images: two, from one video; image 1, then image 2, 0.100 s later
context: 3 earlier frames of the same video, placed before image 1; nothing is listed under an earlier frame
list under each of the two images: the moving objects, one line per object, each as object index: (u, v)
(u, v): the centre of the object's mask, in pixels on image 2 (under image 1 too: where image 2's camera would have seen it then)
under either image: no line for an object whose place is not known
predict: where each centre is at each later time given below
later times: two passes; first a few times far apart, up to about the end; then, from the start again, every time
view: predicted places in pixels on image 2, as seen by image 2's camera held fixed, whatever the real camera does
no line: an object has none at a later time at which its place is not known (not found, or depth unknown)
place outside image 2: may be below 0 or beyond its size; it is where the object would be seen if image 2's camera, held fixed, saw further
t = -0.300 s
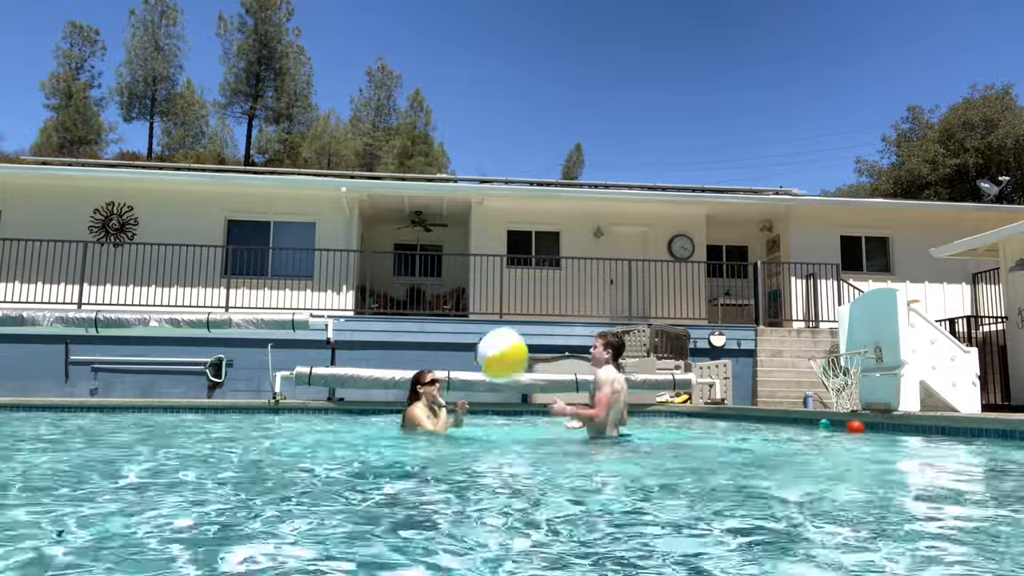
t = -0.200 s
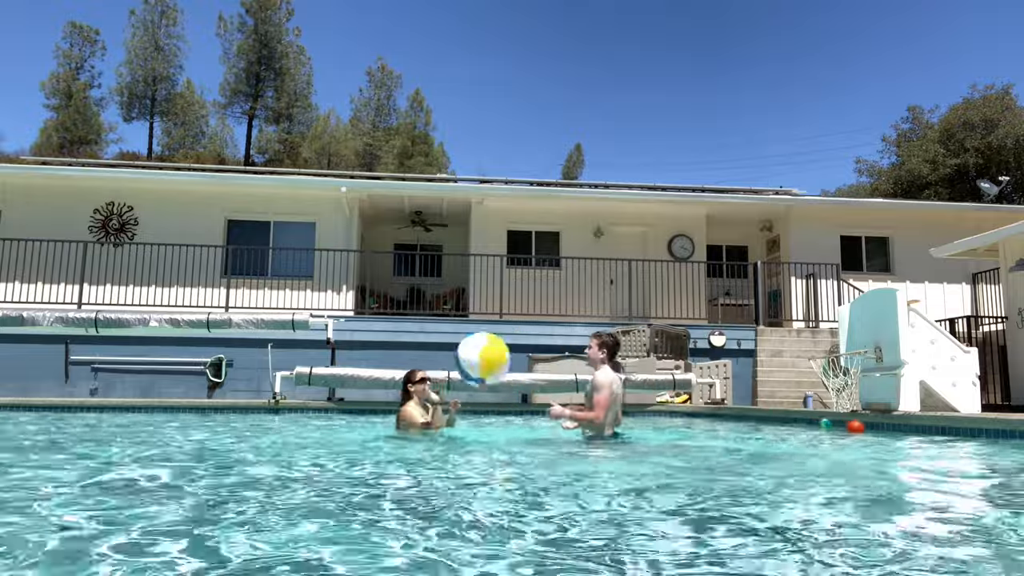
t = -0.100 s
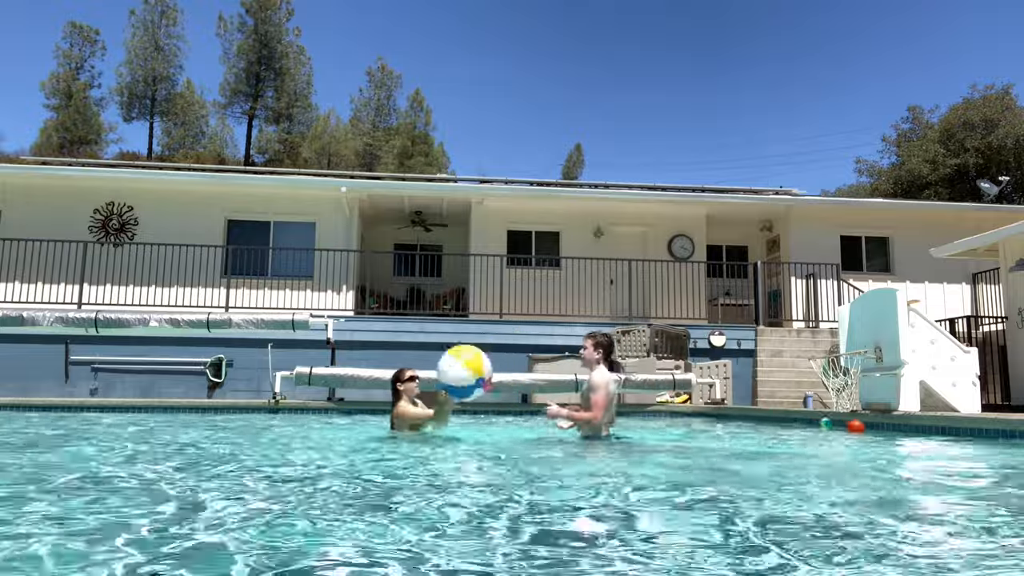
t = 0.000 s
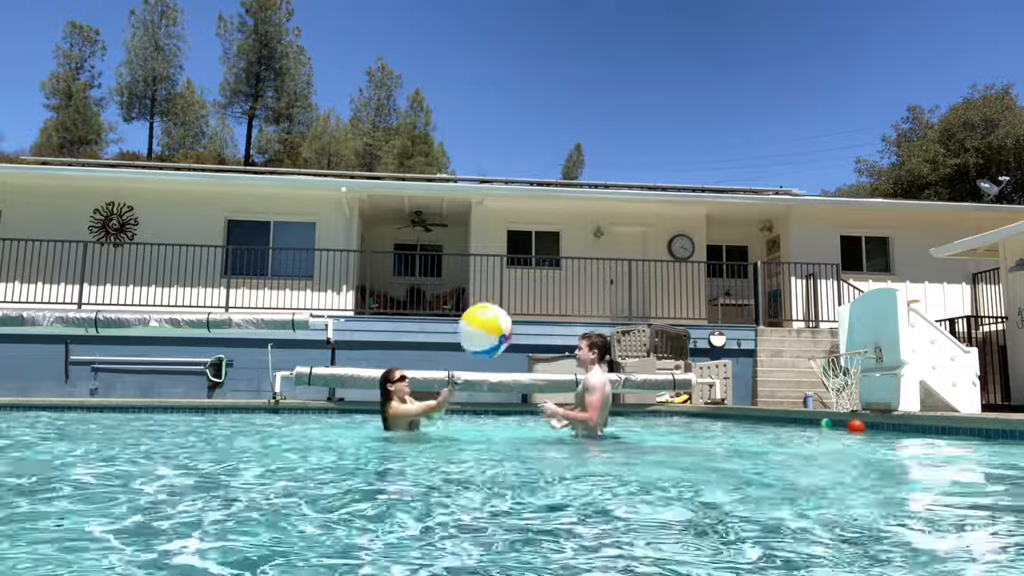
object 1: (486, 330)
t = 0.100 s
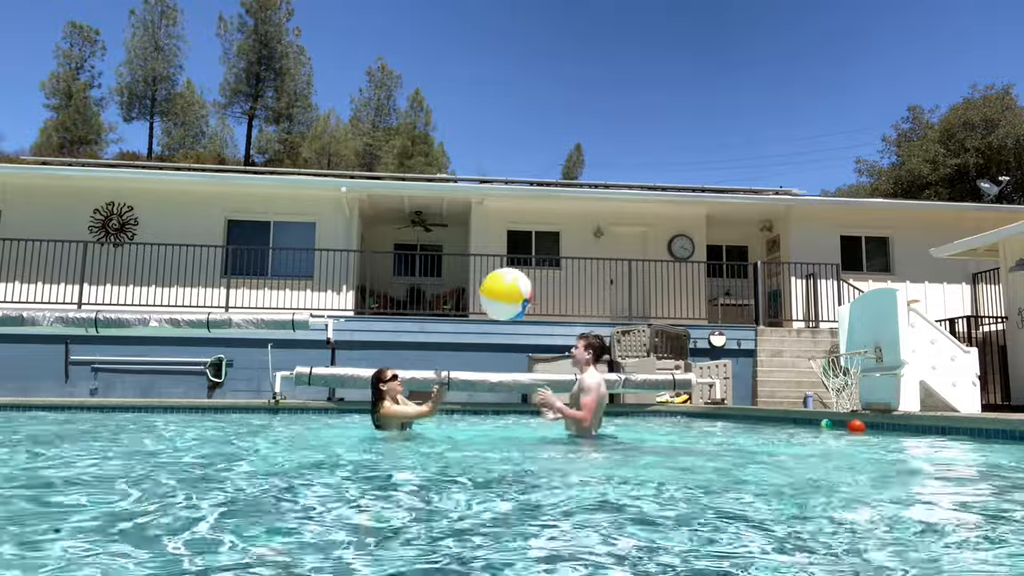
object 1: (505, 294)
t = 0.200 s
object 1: (525, 268)
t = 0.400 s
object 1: (560, 245)
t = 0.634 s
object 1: (593, 259)
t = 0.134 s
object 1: (512, 285)
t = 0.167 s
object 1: (519, 276)
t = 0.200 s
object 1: (525, 268)
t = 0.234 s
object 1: (532, 262)
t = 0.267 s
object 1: (537, 257)
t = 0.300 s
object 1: (543, 253)
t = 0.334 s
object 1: (548, 249)
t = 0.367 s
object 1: (554, 246)
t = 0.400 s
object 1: (560, 245)
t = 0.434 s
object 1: (564, 244)
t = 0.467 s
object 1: (570, 244)
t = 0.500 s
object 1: (575, 245)
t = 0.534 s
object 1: (580, 247)
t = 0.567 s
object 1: (584, 250)
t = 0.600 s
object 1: (589, 254)
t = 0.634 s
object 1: (593, 259)
